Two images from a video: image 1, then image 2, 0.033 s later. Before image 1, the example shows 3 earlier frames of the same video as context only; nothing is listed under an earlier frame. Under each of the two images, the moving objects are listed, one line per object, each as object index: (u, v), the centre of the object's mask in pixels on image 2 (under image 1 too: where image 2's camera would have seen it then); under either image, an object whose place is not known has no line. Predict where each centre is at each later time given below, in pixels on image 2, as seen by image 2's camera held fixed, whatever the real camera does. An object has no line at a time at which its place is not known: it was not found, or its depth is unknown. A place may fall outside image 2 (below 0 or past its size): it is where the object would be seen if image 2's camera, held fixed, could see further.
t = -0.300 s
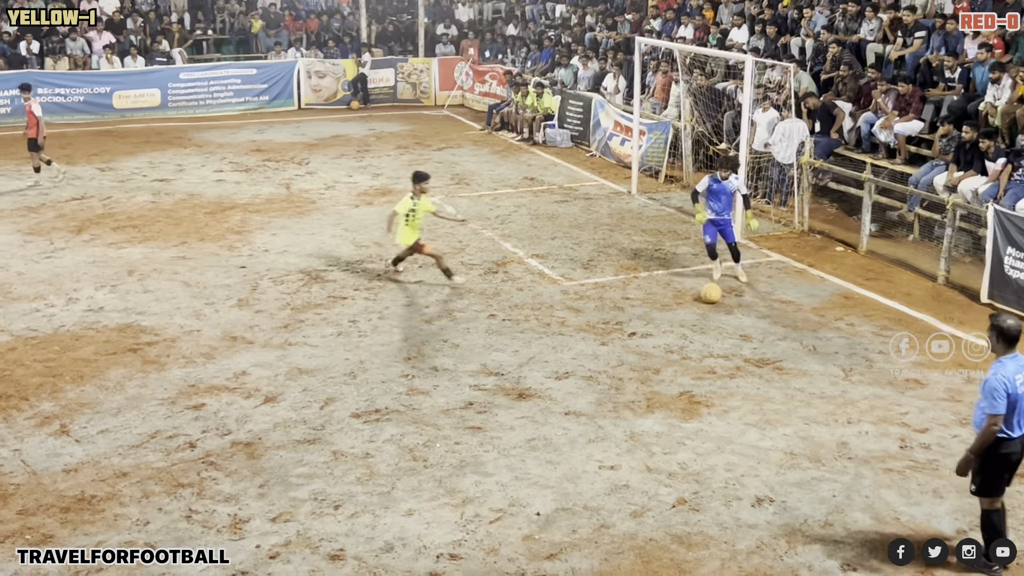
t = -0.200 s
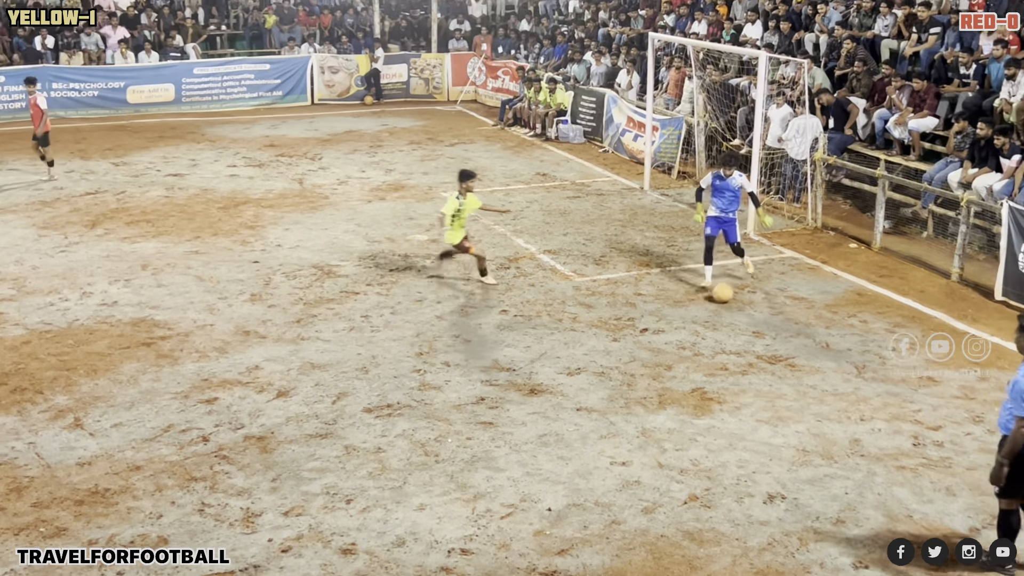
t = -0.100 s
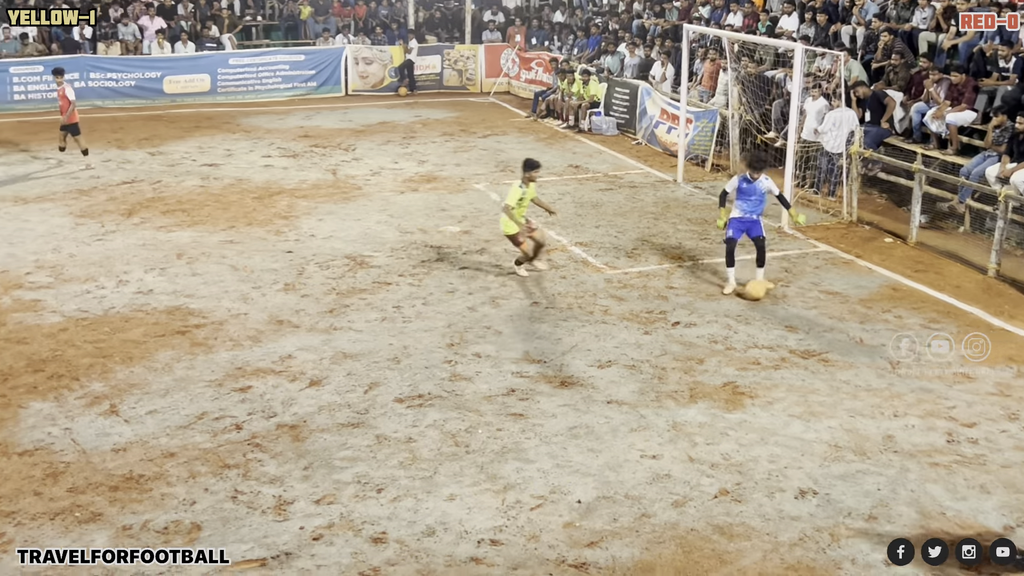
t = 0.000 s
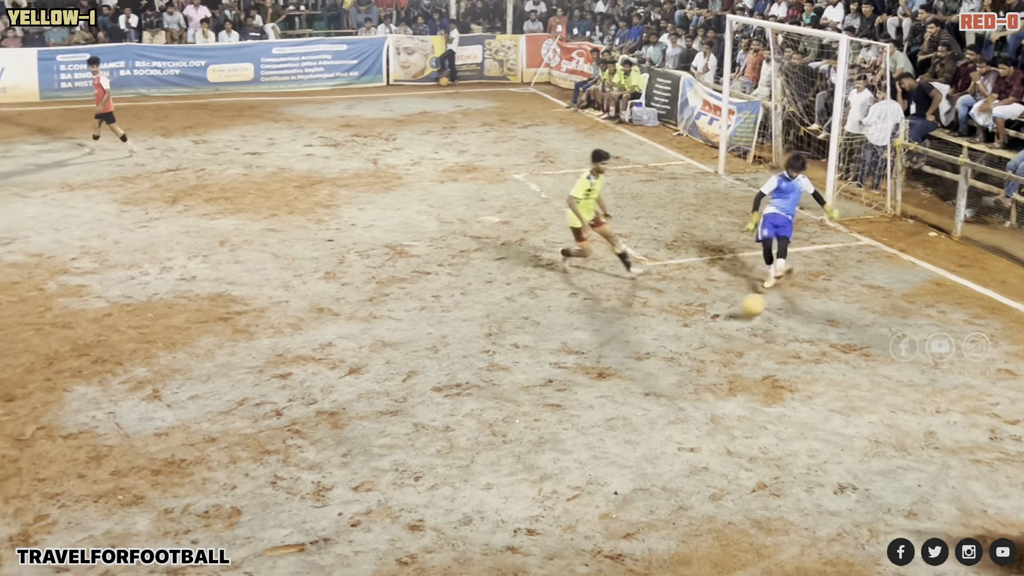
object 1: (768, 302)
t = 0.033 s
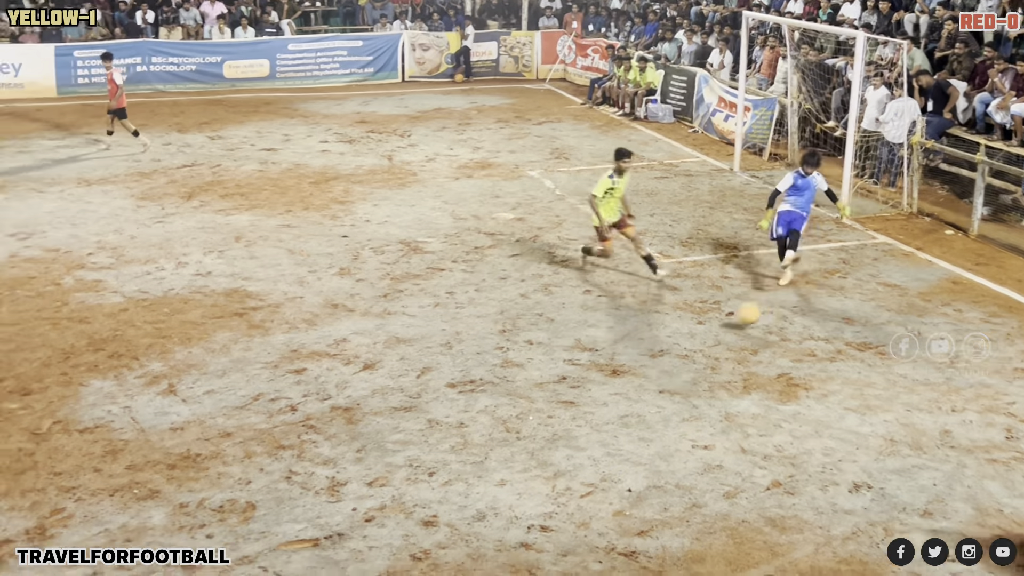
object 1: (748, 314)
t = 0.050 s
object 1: (737, 320)
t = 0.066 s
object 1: (727, 327)
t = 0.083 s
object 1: (716, 333)
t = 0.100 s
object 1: (704, 341)
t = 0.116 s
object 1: (693, 349)
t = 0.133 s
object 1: (679, 358)
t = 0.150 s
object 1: (668, 365)
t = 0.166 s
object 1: (656, 370)
